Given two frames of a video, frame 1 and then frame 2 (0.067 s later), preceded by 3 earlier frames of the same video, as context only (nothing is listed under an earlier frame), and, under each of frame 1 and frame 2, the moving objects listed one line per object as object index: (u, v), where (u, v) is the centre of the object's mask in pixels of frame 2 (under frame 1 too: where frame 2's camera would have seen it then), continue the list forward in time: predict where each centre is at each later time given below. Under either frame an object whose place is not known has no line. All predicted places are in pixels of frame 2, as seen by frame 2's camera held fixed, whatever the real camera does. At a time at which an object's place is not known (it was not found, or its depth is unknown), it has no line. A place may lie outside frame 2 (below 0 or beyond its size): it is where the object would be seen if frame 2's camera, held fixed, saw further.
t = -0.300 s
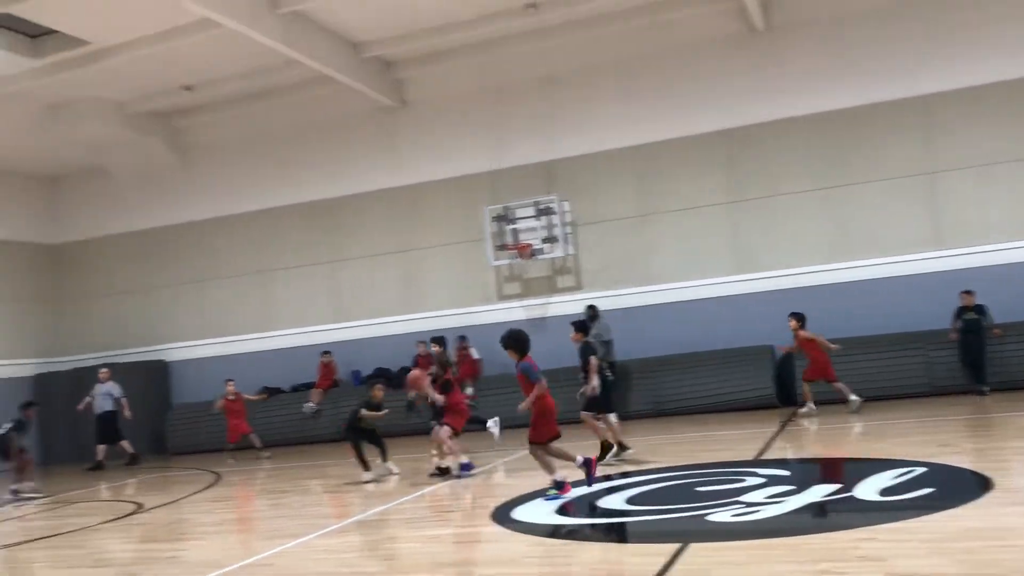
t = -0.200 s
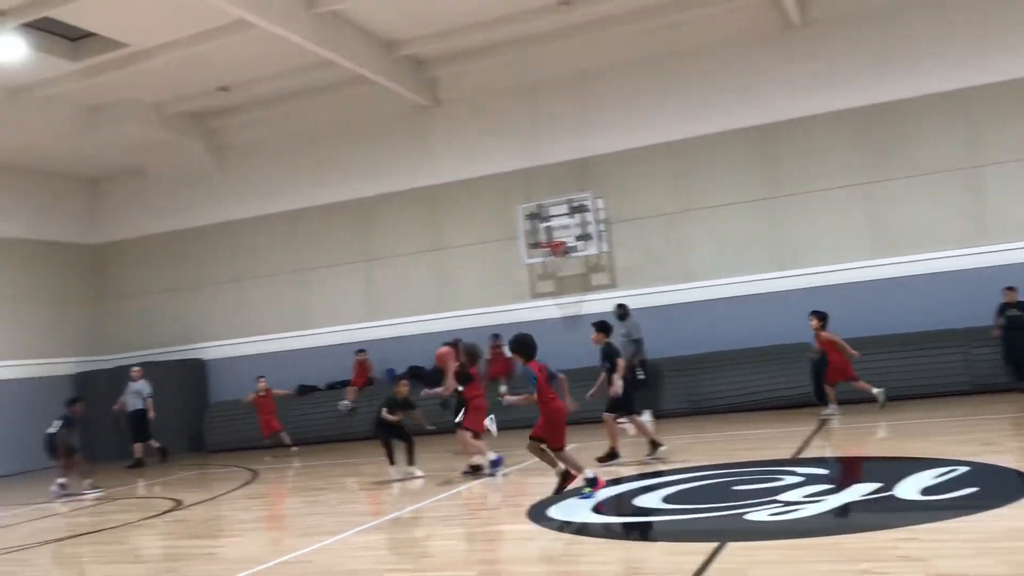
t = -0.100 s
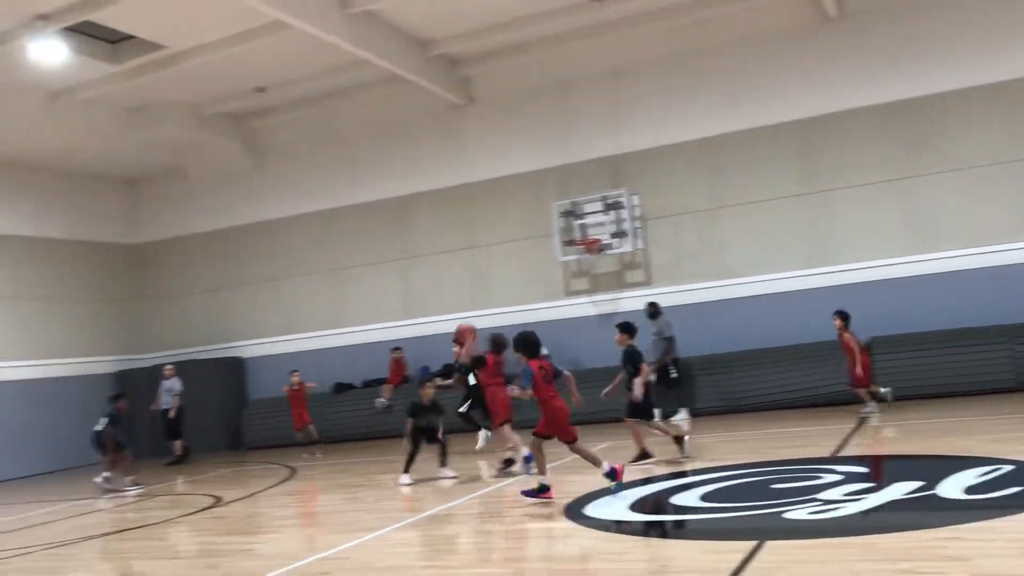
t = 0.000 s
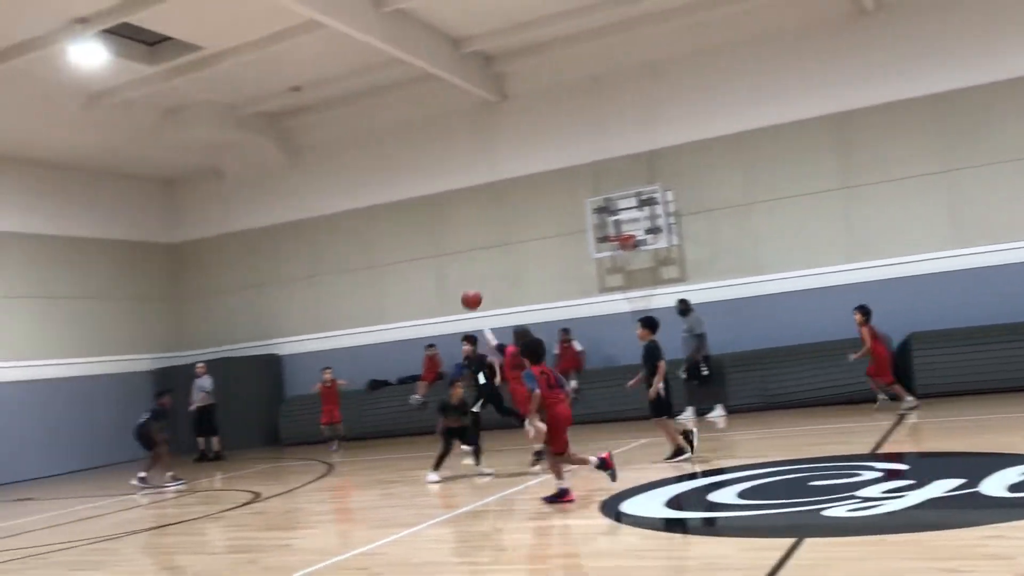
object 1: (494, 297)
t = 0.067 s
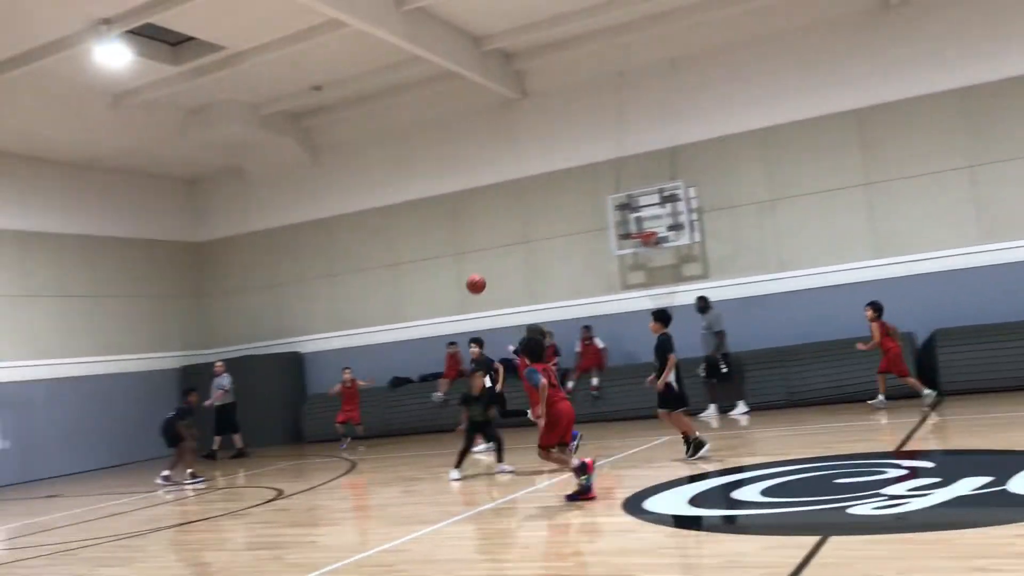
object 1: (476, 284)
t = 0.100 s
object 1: (468, 279)
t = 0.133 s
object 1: (460, 276)
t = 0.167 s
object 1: (453, 273)
